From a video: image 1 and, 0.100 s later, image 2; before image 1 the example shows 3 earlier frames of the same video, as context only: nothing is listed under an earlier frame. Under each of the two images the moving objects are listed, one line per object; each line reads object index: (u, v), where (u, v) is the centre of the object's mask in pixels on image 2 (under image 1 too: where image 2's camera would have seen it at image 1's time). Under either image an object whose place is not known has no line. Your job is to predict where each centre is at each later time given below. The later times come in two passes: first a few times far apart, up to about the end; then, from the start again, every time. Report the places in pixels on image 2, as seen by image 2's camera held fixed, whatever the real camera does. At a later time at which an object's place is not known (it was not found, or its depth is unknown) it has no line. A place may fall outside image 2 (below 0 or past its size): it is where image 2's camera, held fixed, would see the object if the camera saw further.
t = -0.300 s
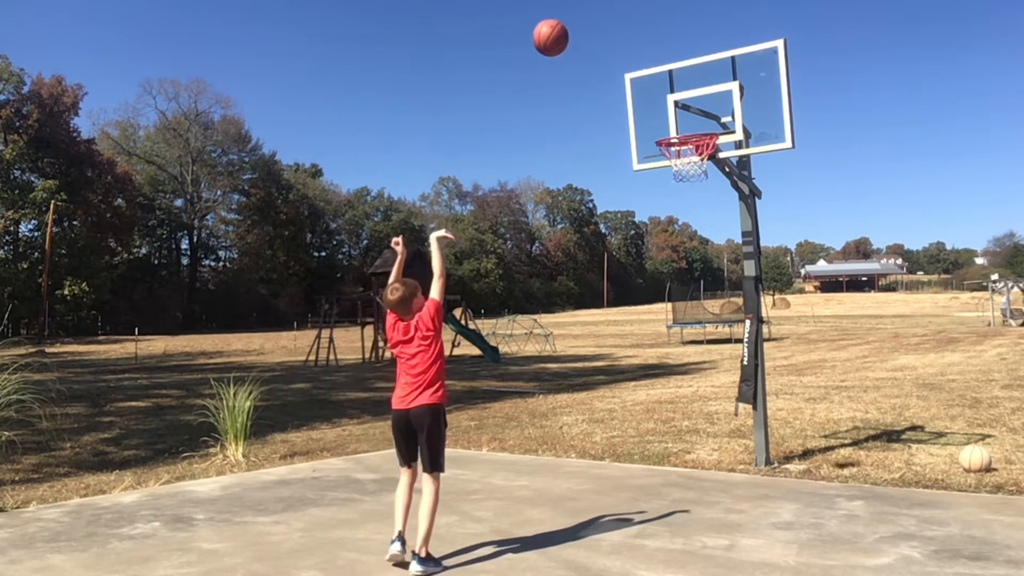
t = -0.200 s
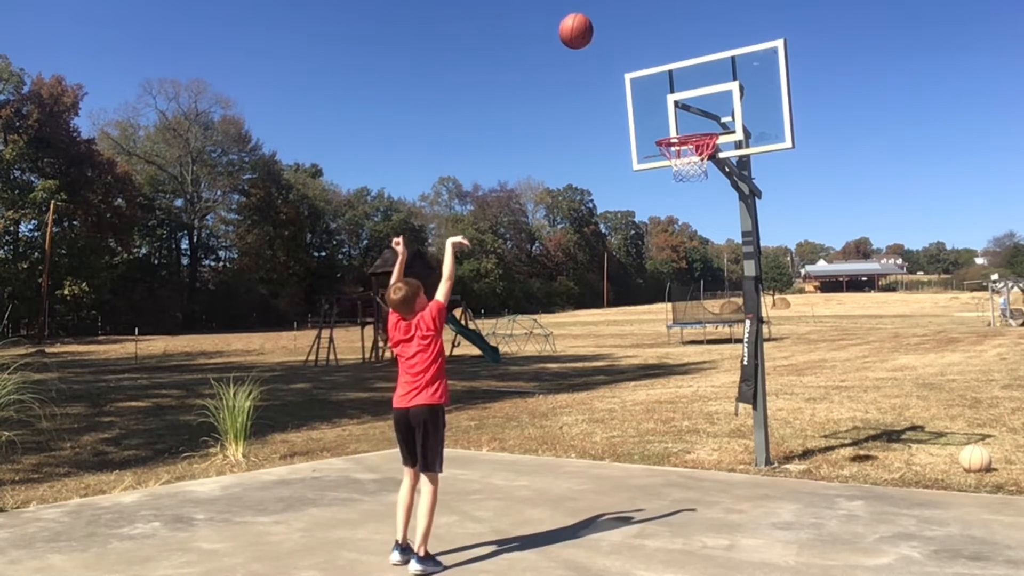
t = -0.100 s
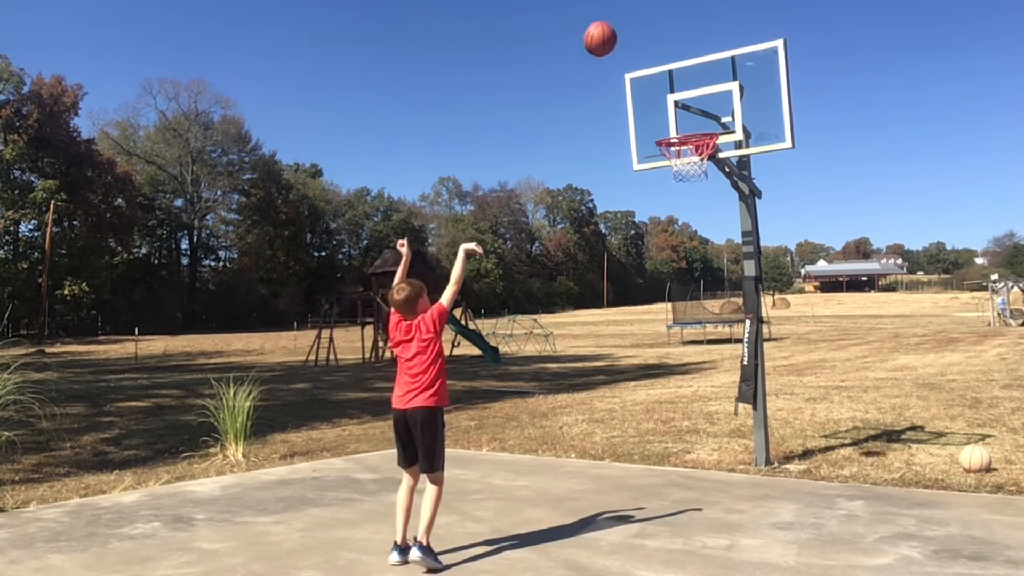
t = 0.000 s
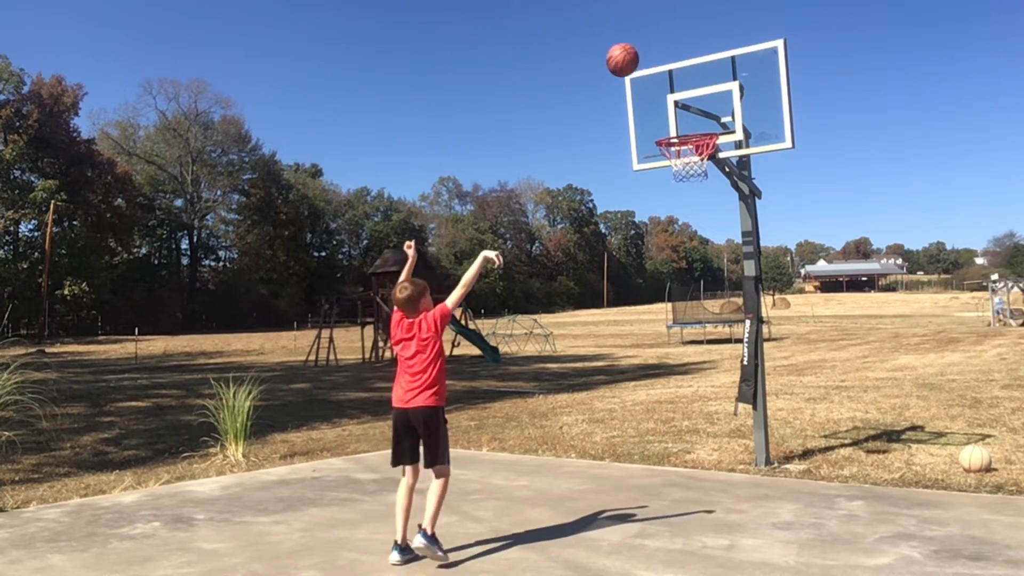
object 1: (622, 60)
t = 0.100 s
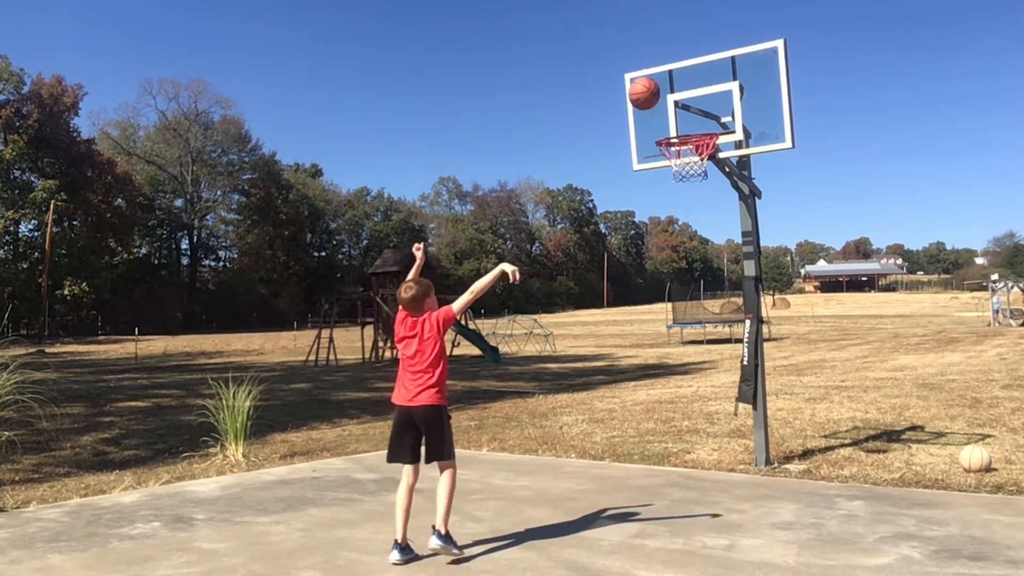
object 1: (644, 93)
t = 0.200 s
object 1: (664, 138)
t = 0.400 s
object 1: (657, 241)
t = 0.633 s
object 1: (648, 451)
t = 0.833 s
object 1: (627, 391)
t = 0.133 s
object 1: (651, 107)
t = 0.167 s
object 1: (658, 122)
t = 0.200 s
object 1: (664, 138)
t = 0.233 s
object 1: (664, 151)
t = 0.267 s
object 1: (662, 166)
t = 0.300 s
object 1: (661, 182)
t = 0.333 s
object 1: (659, 200)
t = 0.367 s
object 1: (658, 220)
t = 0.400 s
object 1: (657, 241)
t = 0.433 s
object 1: (656, 266)
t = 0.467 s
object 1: (654, 291)
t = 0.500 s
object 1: (652, 319)
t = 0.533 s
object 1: (651, 348)
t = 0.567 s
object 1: (650, 380)
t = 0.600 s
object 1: (649, 414)
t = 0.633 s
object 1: (648, 451)
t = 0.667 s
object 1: (647, 490)
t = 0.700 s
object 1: (644, 481)
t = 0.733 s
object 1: (640, 457)
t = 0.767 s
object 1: (636, 434)
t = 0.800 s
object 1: (632, 411)
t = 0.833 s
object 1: (627, 391)
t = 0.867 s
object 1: (623, 371)
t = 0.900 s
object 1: (619, 353)
